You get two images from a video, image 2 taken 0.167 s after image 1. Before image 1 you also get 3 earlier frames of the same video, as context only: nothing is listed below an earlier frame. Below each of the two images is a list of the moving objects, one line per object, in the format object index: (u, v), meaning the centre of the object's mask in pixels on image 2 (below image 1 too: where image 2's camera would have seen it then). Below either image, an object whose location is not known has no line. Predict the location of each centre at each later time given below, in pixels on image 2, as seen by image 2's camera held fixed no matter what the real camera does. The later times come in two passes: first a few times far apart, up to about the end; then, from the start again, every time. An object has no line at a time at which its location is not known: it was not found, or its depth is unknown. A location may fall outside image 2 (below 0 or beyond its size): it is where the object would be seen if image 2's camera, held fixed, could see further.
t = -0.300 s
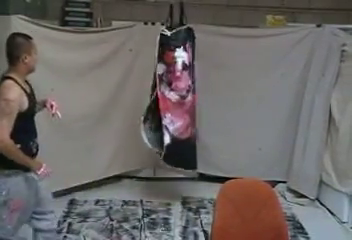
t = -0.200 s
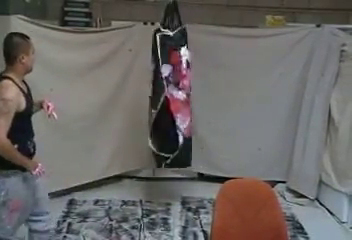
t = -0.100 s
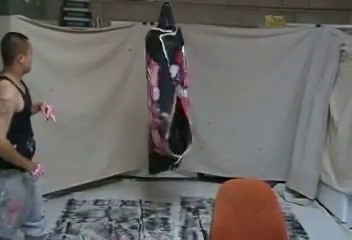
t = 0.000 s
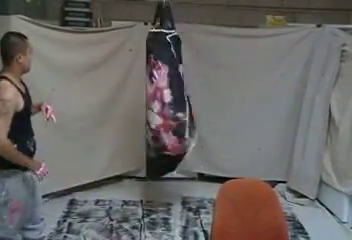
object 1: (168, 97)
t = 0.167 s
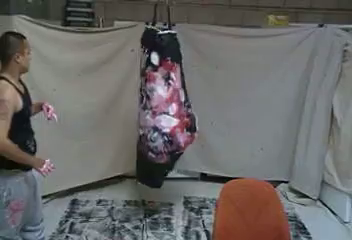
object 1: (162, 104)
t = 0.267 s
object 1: (155, 105)
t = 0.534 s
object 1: (137, 110)
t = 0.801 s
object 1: (122, 114)
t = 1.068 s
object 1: (125, 117)
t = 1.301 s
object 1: (133, 121)
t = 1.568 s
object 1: (140, 123)
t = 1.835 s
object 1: (150, 122)
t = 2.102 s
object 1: (168, 114)
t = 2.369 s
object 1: (185, 112)
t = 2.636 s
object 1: (187, 106)
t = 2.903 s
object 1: (182, 98)
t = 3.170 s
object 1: (174, 96)
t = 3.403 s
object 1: (169, 92)
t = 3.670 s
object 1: (162, 100)
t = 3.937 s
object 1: (149, 105)
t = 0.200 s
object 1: (159, 104)
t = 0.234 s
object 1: (157, 105)
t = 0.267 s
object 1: (155, 105)
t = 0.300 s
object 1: (152, 106)
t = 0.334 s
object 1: (150, 107)
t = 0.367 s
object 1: (148, 108)
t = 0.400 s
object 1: (146, 108)
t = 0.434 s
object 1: (144, 109)
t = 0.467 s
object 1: (142, 108)
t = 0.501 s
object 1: (140, 109)
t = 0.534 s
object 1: (137, 110)
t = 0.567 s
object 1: (134, 110)
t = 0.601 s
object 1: (131, 110)
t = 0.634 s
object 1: (130, 110)
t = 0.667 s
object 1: (128, 111)
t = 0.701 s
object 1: (125, 113)
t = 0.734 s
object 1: (123, 113)
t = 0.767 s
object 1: (122, 114)
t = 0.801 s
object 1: (122, 114)
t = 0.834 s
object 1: (122, 113)
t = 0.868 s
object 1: (122, 114)
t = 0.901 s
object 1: (122, 113)
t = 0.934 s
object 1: (122, 113)
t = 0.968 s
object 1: (122, 114)
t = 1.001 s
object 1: (123, 115)
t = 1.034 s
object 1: (124, 116)
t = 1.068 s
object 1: (125, 117)
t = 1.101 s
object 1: (126, 118)
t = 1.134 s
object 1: (127, 119)
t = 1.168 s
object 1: (129, 120)
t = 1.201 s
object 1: (130, 120)
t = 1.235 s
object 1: (132, 121)
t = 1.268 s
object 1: (132, 120)
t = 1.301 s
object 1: (133, 121)
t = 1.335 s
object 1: (133, 123)
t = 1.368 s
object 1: (134, 123)
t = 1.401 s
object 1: (134, 123)
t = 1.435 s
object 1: (135, 123)
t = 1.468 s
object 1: (136, 123)
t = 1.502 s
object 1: (137, 122)
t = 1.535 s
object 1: (139, 122)
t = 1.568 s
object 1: (140, 123)
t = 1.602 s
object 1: (142, 122)
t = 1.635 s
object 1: (143, 122)
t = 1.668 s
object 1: (143, 123)
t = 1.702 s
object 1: (144, 123)
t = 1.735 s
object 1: (146, 123)
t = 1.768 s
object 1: (147, 122)
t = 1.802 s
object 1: (148, 122)
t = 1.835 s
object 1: (150, 122)
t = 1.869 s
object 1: (152, 122)
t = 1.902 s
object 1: (153, 121)
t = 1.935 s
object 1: (156, 120)
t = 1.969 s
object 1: (159, 118)
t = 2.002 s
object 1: (161, 117)
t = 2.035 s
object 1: (164, 115)
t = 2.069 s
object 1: (166, 115)
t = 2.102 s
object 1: (168, 114)
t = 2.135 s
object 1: (169, 114)
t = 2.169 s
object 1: (172, 114)
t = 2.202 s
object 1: (175, 113)
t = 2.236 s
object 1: (177, 114)
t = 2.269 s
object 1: (179, 114)
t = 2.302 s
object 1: (181, 113)
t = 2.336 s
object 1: (183, 113)
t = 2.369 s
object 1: (185, 112)
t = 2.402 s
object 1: (186, 110)
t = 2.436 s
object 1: (187, 113)
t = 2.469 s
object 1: (188, 112)
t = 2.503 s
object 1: (188, 111)
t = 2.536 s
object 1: (188, 109)
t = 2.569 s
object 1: (187, 108)
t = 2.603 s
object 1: (187, 107)
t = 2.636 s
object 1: (187, 106)
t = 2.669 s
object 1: (188, 105)
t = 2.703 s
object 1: (187, 104)
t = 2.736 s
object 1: (187, 103)
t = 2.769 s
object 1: (186, 102)
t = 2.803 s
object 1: (186, 101)
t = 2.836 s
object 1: (184, 100)
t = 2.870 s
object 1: (183, 99)
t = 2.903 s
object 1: (182, 98)
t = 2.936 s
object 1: (181, 97)
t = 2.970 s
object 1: (180, 96)
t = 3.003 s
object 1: (179, 98)
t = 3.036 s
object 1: (178, 97)
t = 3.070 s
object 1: (177, 97)
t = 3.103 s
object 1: (175, 97)
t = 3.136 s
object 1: (174, 97)
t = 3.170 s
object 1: (174, 96)
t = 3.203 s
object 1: (173, 94)
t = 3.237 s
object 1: (172, 93)
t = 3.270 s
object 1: (172, 93)
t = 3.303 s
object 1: (172, 93)
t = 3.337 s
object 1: (171, 92)
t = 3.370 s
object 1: (170, 92)
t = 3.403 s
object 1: (169, 92)
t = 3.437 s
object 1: (168, 93)
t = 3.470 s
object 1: (167, 94)
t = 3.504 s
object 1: (166, 95)
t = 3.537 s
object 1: (166, 97)
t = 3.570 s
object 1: (165, 98)
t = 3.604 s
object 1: (164, 98)
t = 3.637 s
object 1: (163, 99)
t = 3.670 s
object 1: (162, 100)
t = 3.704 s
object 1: (161, 101)
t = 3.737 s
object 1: (160, 102)
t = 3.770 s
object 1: (158, 102)
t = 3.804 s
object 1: (157, 103)
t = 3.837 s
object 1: (155, 103)
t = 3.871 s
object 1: (153, 104)
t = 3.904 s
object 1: (151, 105)
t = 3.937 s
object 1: (149, 105)
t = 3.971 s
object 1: (147, 107)
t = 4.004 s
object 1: (146, 108)
